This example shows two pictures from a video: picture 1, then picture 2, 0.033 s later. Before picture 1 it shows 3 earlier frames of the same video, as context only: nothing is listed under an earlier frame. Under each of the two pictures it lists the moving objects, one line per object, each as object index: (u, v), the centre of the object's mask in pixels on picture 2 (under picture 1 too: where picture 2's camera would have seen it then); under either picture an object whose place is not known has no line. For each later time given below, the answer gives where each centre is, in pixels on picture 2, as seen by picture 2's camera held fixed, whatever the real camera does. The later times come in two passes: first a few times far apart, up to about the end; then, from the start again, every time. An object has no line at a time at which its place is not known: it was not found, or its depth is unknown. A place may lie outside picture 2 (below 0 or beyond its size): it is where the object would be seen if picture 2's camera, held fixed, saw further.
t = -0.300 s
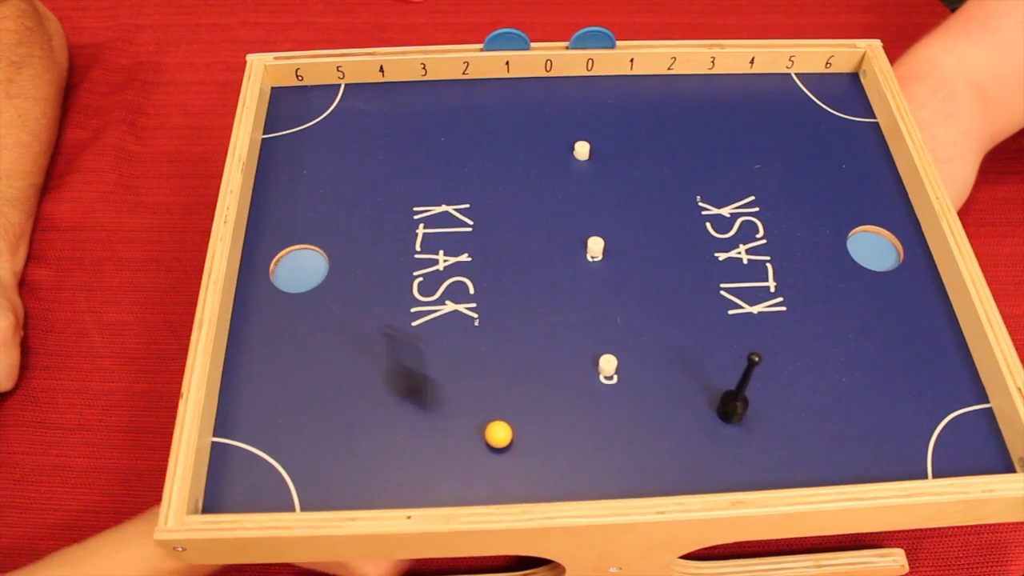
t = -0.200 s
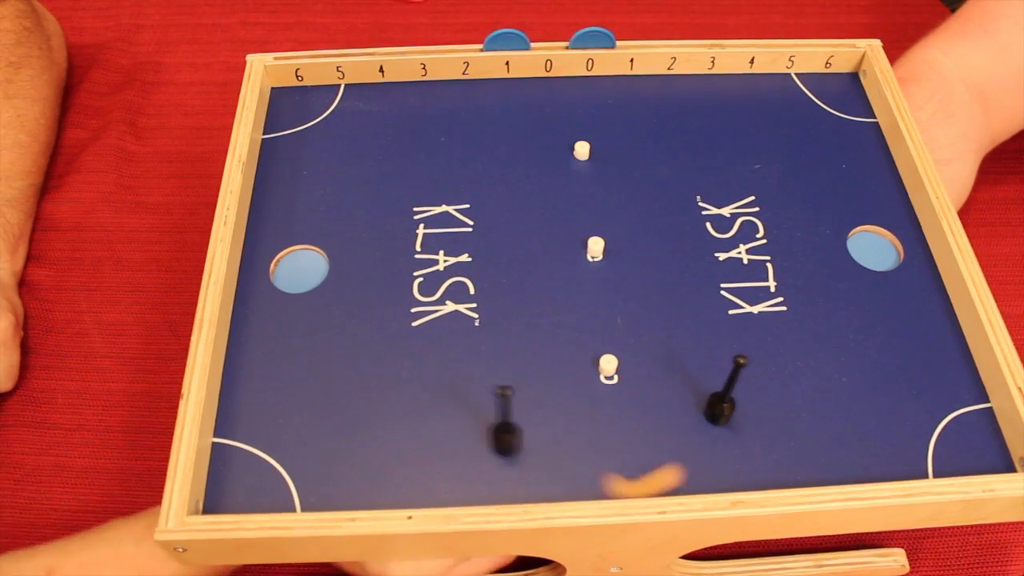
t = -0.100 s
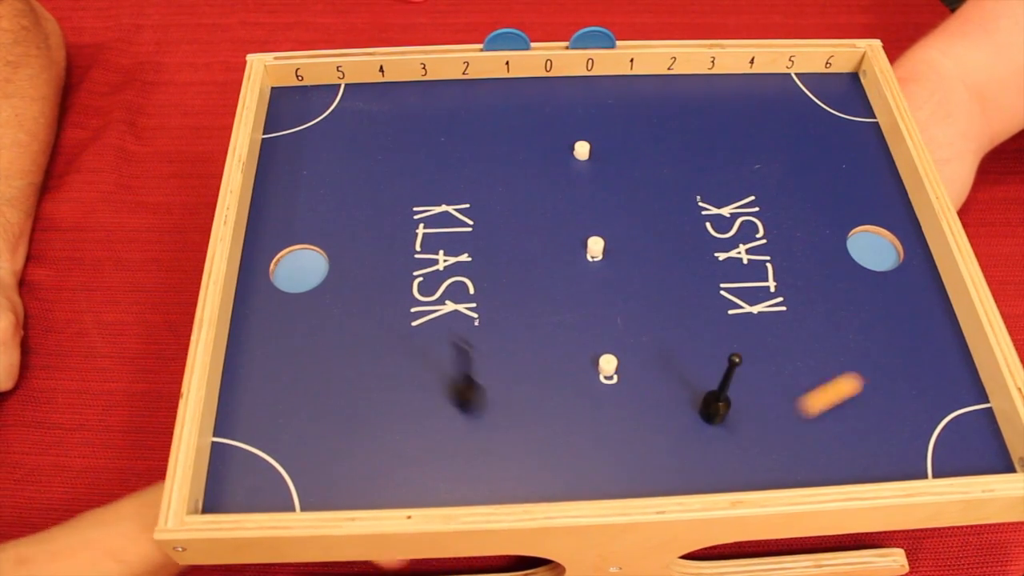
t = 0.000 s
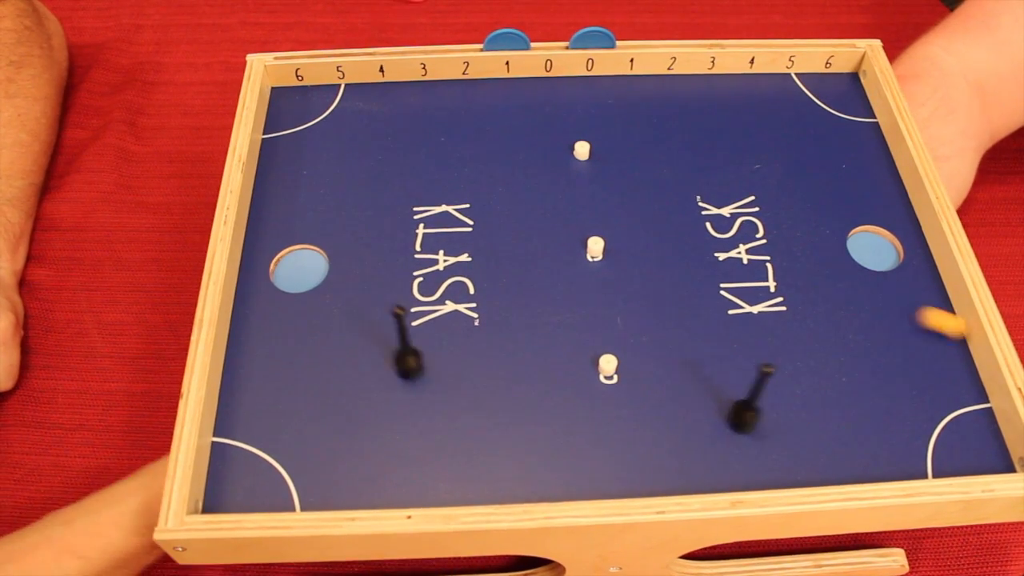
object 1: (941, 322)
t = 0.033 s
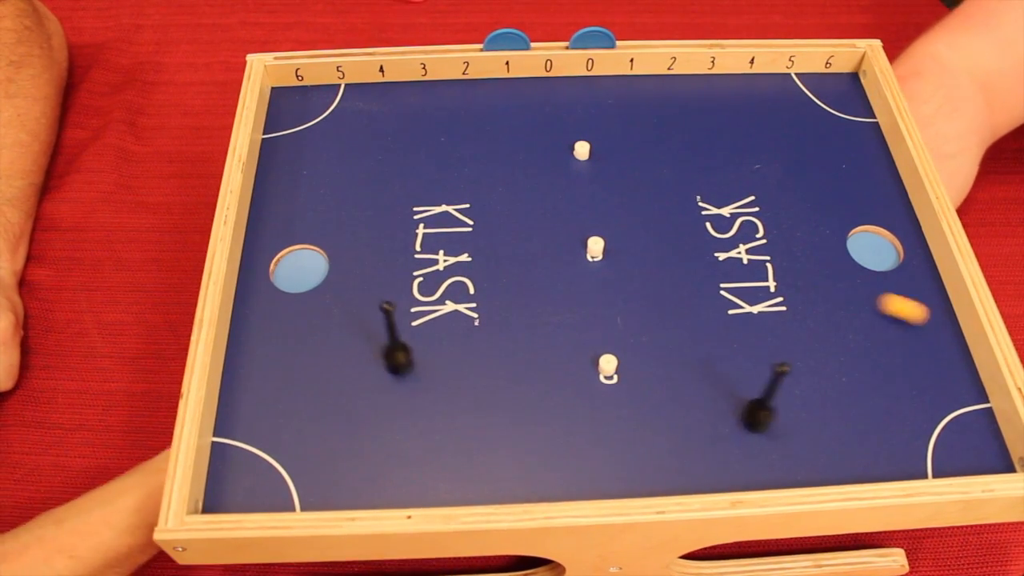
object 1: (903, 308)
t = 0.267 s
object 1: (687, 223)
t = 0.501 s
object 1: (546, 160)
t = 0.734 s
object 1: (434, 111)
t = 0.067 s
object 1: (866, 295)
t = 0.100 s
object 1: (830, 282)
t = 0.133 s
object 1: (798, 270)
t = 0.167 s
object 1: (768, 258)
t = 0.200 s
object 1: (738, 245)
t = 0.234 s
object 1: (711, 234)
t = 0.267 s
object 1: (687, 223)
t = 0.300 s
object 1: (666, 213)
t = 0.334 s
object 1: (644, 204)
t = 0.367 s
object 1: (623, 195)
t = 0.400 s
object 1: (603, 186)
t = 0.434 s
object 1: (583, 177)
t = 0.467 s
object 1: (564, 168)
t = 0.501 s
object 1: (546, 160)
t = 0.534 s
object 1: (528, 152)
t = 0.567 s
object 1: (510, 144)
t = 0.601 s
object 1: (494, 137)
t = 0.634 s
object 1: (478, 130)
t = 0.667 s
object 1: (463, 123)
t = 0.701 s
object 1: (448, 117)
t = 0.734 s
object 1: (434, 111)
